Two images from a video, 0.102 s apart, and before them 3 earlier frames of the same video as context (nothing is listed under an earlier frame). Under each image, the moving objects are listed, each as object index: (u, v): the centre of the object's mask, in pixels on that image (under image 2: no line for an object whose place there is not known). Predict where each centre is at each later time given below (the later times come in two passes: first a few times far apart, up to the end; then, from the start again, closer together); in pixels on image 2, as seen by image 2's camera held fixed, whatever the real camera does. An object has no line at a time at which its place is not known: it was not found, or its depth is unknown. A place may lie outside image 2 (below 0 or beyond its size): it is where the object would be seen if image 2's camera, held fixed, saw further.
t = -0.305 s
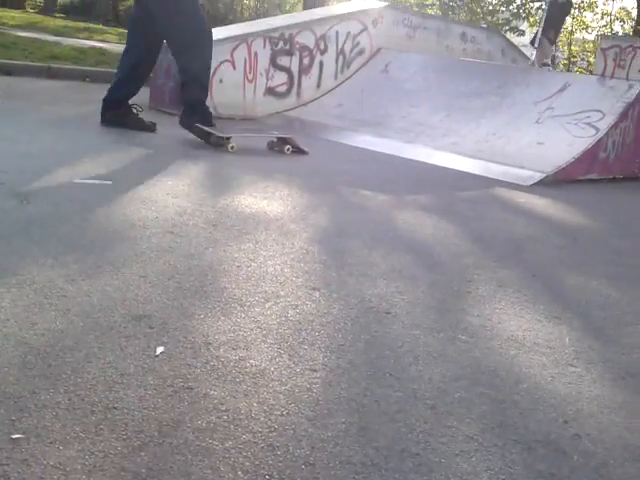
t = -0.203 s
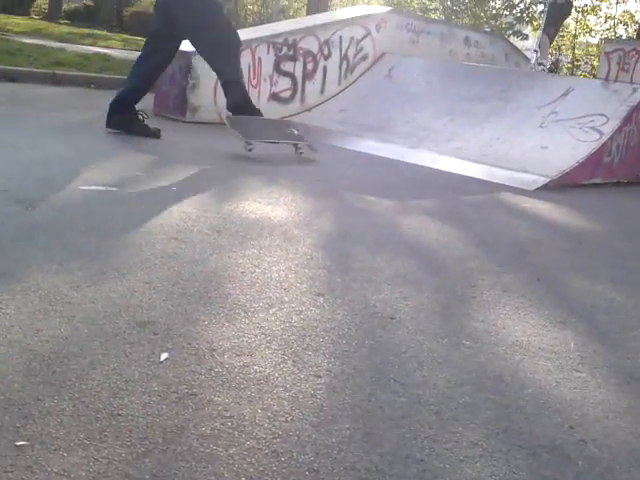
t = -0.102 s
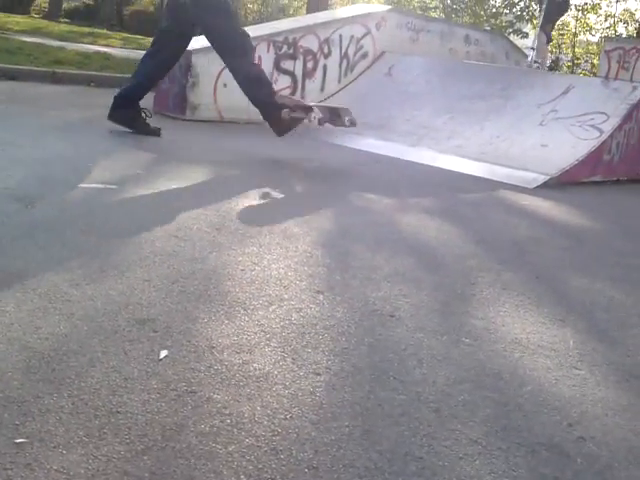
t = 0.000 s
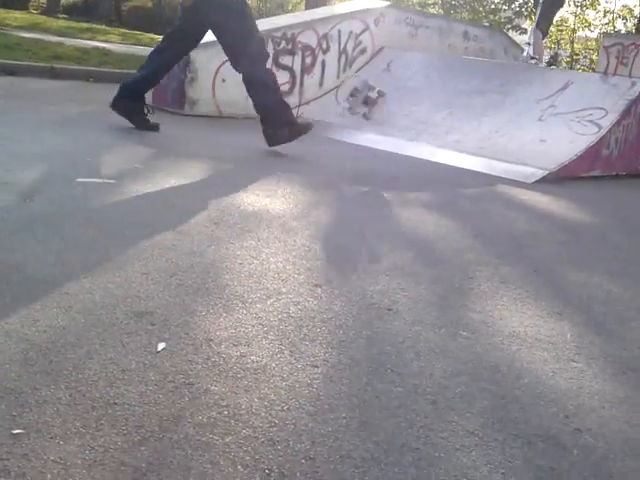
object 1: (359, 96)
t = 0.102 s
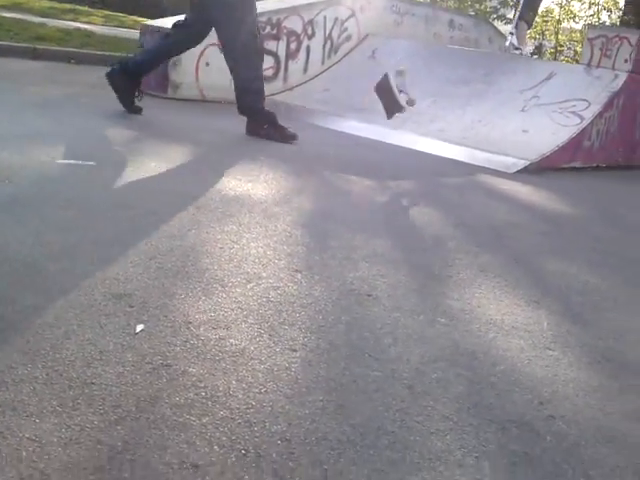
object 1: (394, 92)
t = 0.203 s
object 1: (443, 124)
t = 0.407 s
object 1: (535, 175)
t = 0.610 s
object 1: (550, 191)
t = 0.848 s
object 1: (556, 195)
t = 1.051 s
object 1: (582, 207)
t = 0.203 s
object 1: (443, 124)
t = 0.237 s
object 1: (456, 134)
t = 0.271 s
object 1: (486, 165)
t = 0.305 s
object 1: (496, 175)
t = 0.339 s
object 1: (507, 176)
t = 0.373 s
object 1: (524, 174)
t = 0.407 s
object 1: (535, 175)
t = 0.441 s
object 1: (546, 177)
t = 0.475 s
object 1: (557, 180)
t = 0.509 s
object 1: (559, 184)
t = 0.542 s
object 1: (537, 190)
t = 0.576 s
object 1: (542, 190)
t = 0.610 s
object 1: (550, 191)
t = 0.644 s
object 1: (556, 195)
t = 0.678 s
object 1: (560, 195)
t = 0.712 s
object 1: (559, 194)
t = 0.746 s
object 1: (554, 193)
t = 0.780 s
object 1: (554, 194)
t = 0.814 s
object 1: (555, 193)
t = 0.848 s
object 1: (556, 195)
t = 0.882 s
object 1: (560, 196)
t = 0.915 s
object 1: (561, 197)
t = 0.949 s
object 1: (562, 198)
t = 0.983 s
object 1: (566, 199)
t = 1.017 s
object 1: (576, 204)
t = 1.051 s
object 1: (582, 207)
